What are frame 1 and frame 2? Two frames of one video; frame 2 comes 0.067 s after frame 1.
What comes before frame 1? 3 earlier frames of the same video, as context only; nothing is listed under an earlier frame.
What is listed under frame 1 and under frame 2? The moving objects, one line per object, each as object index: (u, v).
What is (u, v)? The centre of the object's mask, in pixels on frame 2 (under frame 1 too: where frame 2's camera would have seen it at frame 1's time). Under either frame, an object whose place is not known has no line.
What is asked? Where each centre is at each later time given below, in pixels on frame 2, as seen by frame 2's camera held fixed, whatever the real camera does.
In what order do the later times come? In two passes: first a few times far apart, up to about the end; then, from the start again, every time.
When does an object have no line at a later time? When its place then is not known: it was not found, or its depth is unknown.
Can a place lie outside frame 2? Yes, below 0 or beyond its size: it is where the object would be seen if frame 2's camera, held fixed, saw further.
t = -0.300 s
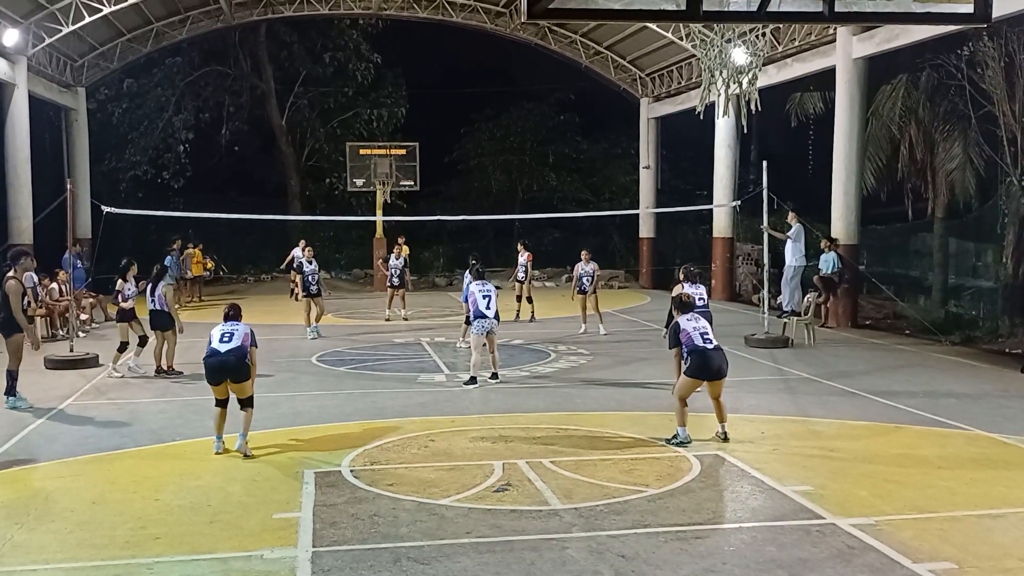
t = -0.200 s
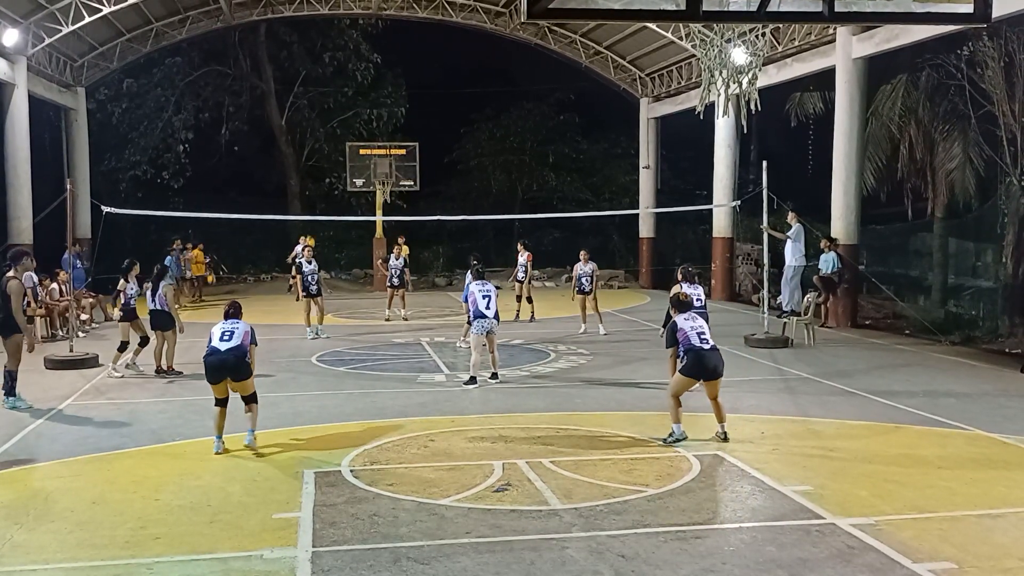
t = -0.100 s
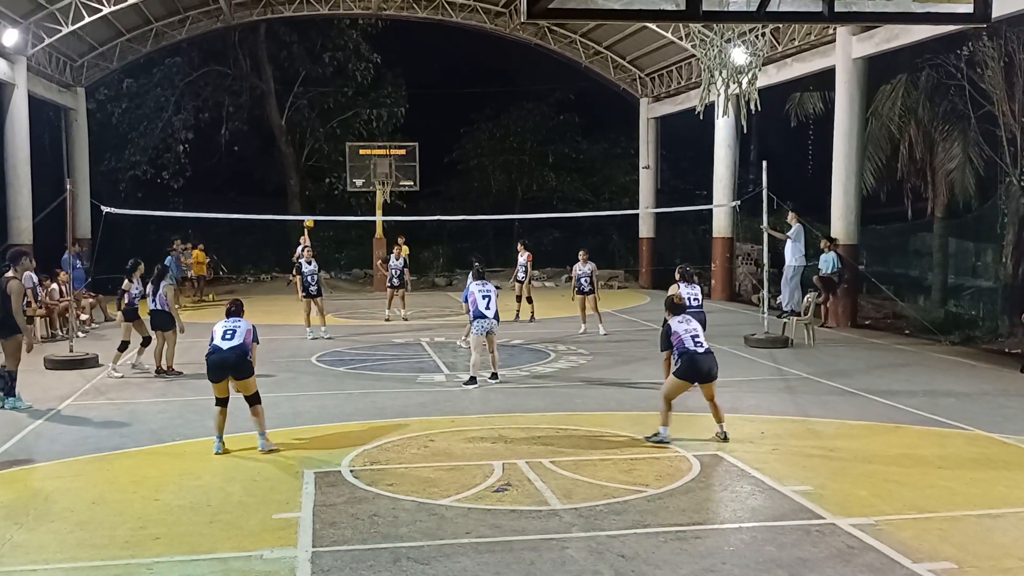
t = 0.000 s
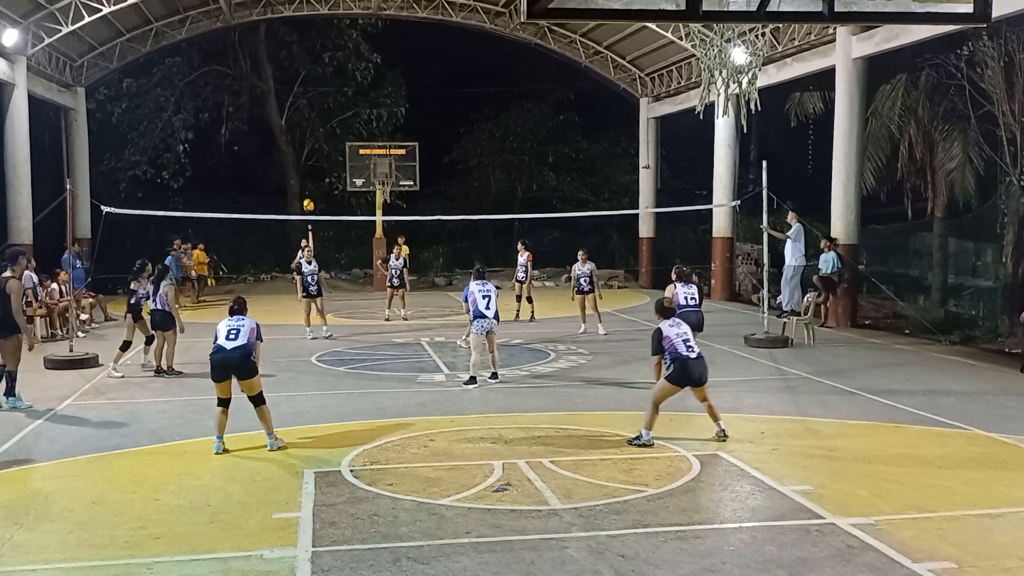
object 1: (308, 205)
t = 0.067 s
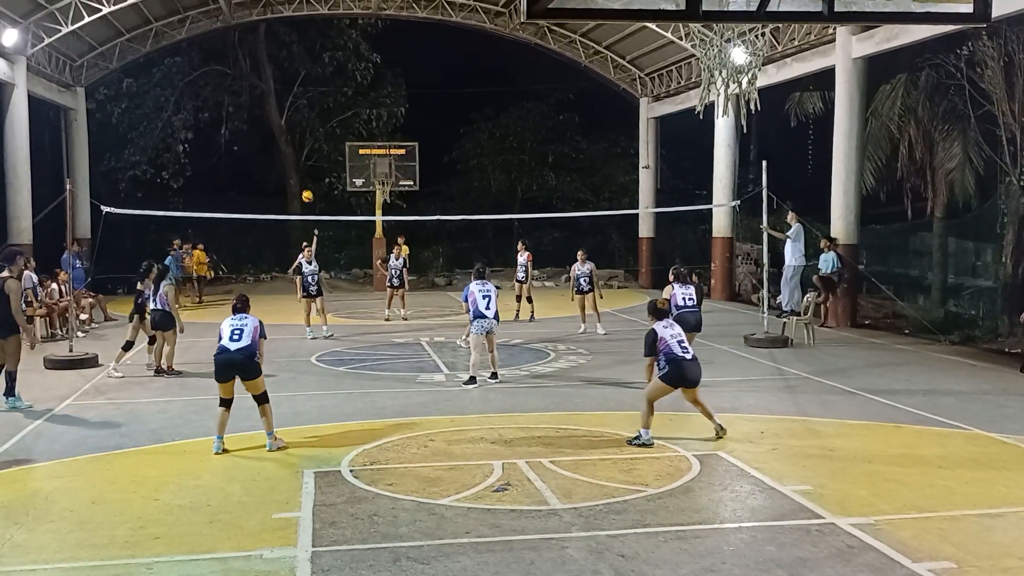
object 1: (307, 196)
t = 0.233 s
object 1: (304, 183)
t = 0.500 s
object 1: (296, 202)
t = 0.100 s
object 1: (307, 192)
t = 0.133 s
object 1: (306, 189)
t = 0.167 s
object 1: (306, 186)
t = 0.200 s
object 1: (305, 185)
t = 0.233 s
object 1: (304, 183)
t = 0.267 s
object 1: (303, 183)
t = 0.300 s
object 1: (302, 183)
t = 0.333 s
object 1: (302, 184)
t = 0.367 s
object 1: (301, 186)
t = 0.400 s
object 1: (300, 188)
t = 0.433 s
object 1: (299, 192)
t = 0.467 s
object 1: (297, 196)
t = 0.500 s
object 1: (296, 202)
